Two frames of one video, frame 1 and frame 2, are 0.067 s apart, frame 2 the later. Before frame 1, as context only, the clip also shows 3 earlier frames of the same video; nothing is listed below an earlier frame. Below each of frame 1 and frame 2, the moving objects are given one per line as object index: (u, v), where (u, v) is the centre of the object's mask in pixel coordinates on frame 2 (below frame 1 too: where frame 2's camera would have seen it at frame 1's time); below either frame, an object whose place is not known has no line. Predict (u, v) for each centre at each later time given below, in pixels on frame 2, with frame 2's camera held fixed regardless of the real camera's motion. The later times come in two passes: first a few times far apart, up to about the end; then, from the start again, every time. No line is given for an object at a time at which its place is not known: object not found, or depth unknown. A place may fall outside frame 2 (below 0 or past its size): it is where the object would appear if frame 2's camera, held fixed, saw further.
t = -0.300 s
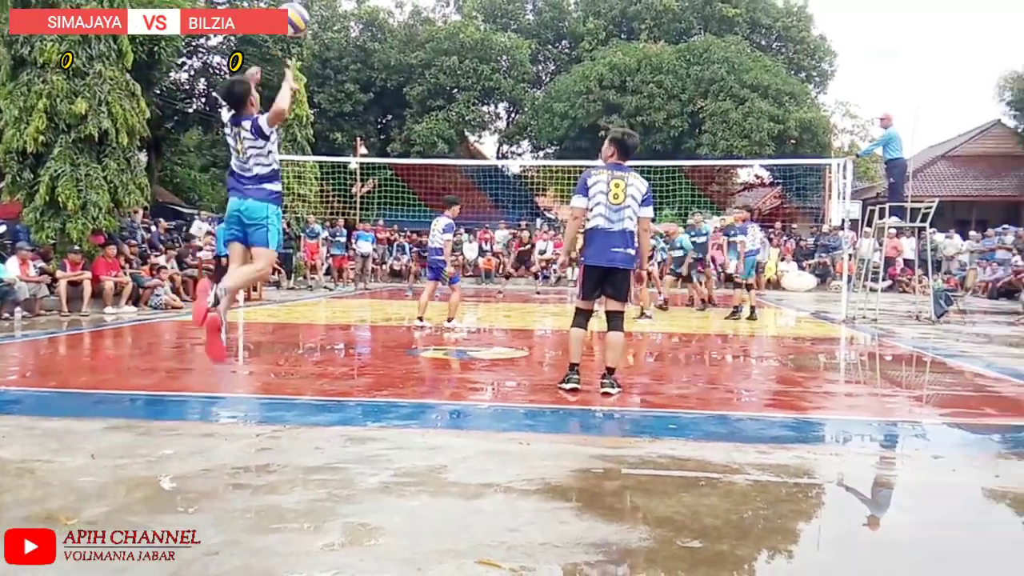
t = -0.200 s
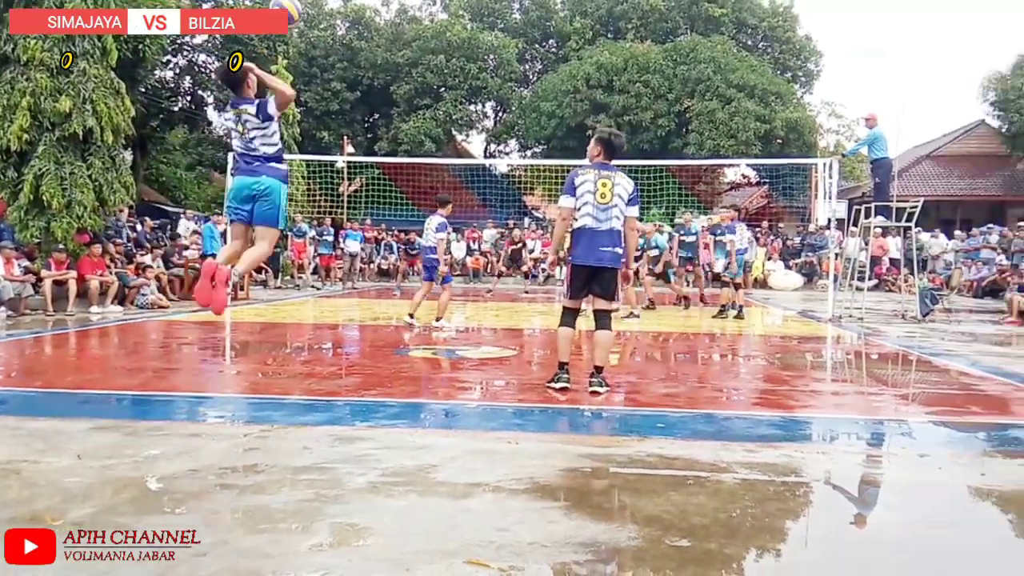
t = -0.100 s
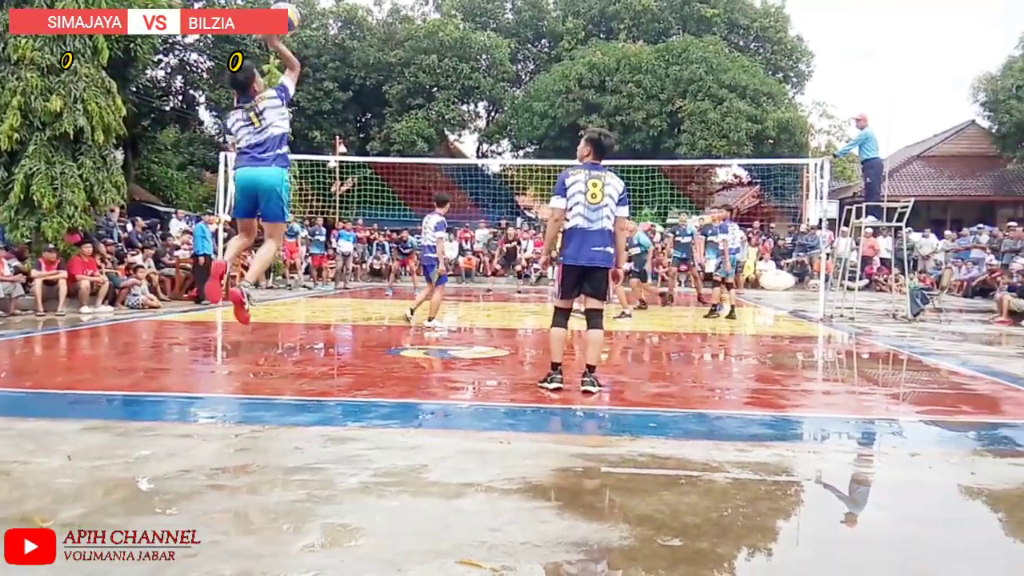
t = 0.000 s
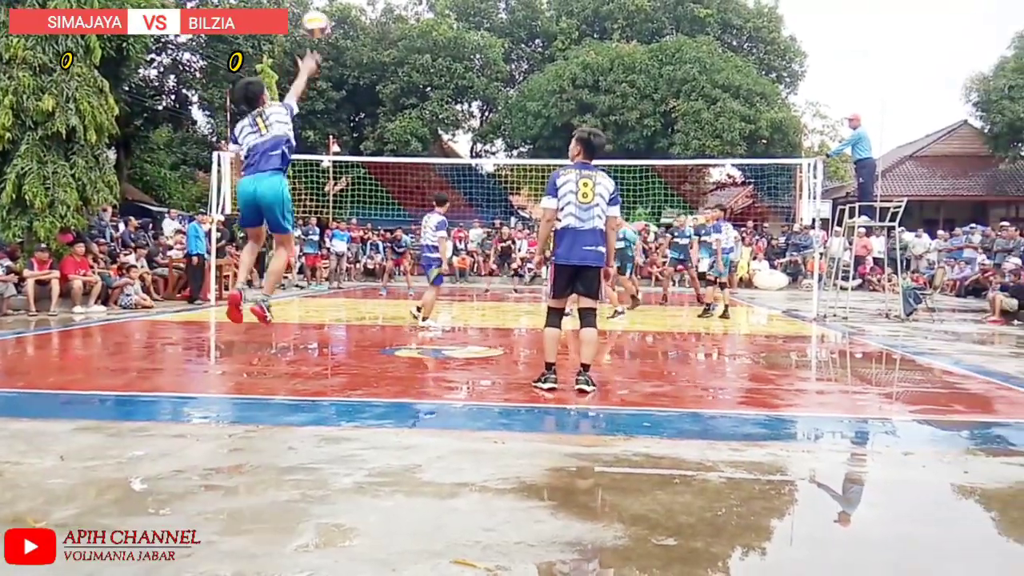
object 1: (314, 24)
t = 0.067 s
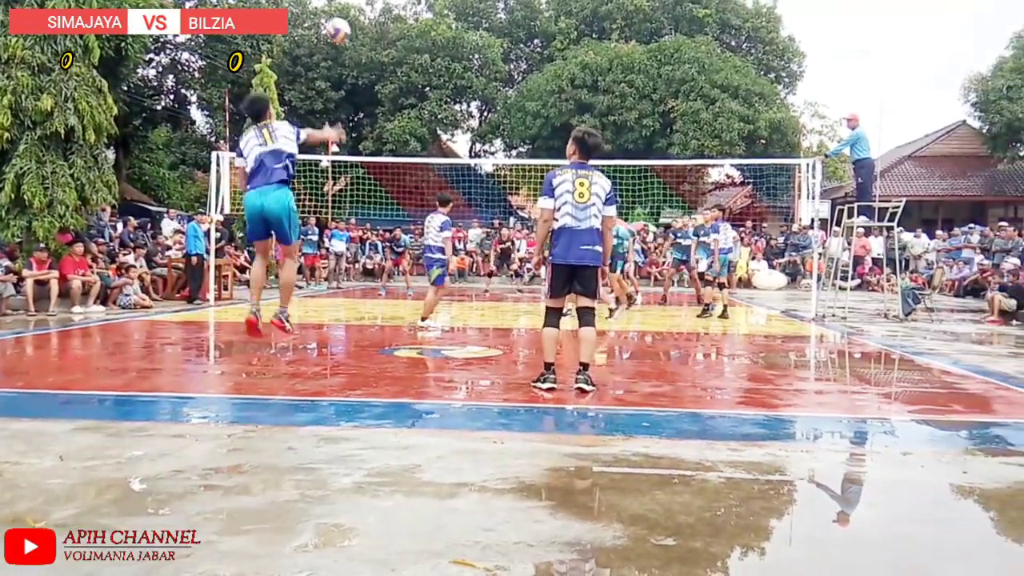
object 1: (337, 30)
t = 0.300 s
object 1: (391, 73)
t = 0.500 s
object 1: (414, 122)
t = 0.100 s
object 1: (348, 34)
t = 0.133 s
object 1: (358, 40)
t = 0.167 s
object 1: (365, 45)
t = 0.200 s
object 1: (373, 52)
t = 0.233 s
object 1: (380, 59)
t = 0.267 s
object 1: (386, 65)
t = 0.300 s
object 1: (391, 73)
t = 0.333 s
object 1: (395, 80)
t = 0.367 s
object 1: (400, 88)
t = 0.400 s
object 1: (403, 97)
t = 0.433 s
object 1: (407, 105)
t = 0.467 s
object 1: (410, 113)
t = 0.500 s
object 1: (414, 122)
